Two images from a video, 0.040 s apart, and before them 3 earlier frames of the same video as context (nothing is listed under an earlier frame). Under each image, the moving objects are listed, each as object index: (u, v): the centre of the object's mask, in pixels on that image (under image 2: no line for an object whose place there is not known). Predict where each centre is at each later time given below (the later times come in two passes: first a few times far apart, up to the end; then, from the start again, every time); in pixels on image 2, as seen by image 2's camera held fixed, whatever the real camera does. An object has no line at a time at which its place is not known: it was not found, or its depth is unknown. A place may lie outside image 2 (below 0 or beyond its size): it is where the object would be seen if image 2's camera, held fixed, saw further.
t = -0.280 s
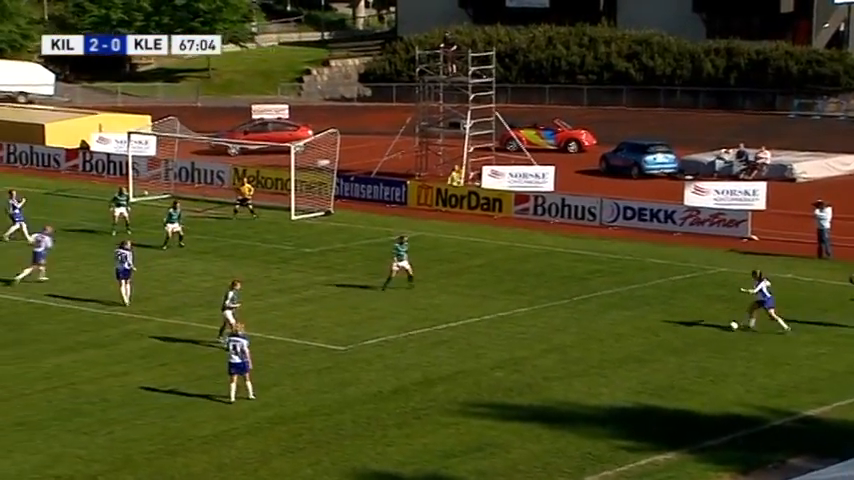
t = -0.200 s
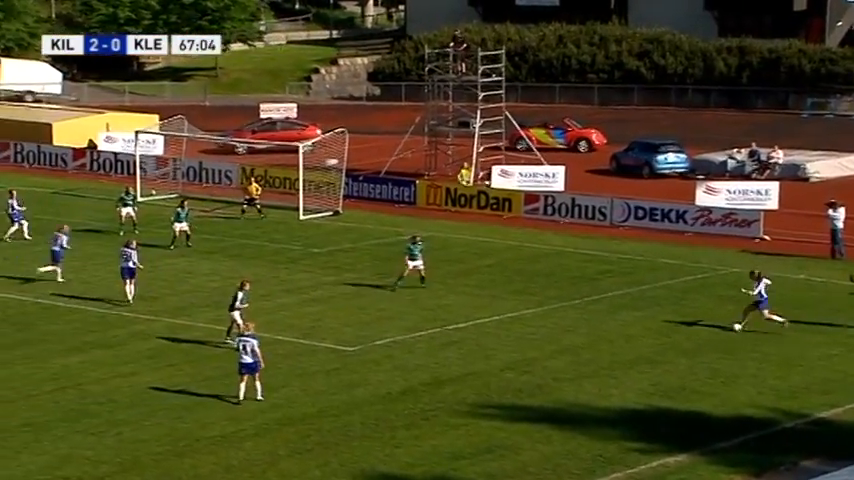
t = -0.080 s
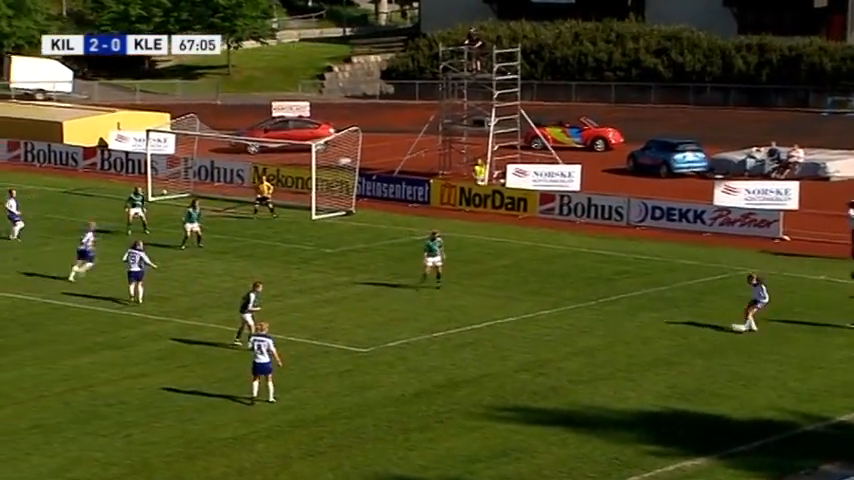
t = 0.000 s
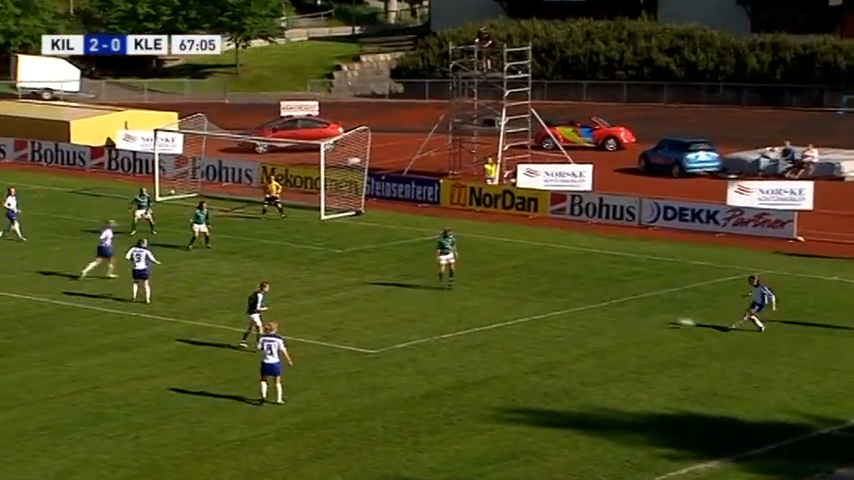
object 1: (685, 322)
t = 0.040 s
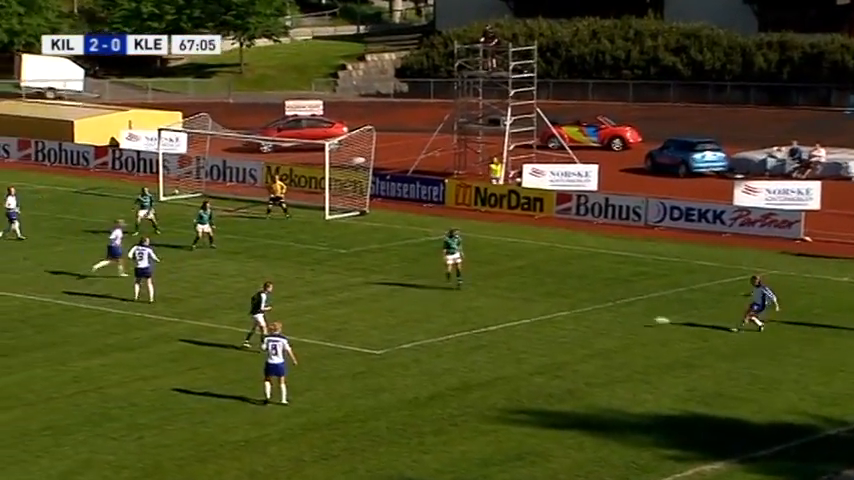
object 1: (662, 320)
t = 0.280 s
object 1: (496, 310)
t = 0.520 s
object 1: (370, 303)
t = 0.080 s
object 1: (630, 319)
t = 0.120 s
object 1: (599, 317)
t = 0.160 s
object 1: (570, 317)
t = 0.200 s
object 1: (545, 315)
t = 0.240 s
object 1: (521, 311)
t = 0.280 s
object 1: (496, 310)
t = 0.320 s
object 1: (472, 309)
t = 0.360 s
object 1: (450, 309)
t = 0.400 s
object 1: (427, 308)
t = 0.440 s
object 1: (407, 306)
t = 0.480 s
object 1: (388, 304)
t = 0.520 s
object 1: (370, 303)
